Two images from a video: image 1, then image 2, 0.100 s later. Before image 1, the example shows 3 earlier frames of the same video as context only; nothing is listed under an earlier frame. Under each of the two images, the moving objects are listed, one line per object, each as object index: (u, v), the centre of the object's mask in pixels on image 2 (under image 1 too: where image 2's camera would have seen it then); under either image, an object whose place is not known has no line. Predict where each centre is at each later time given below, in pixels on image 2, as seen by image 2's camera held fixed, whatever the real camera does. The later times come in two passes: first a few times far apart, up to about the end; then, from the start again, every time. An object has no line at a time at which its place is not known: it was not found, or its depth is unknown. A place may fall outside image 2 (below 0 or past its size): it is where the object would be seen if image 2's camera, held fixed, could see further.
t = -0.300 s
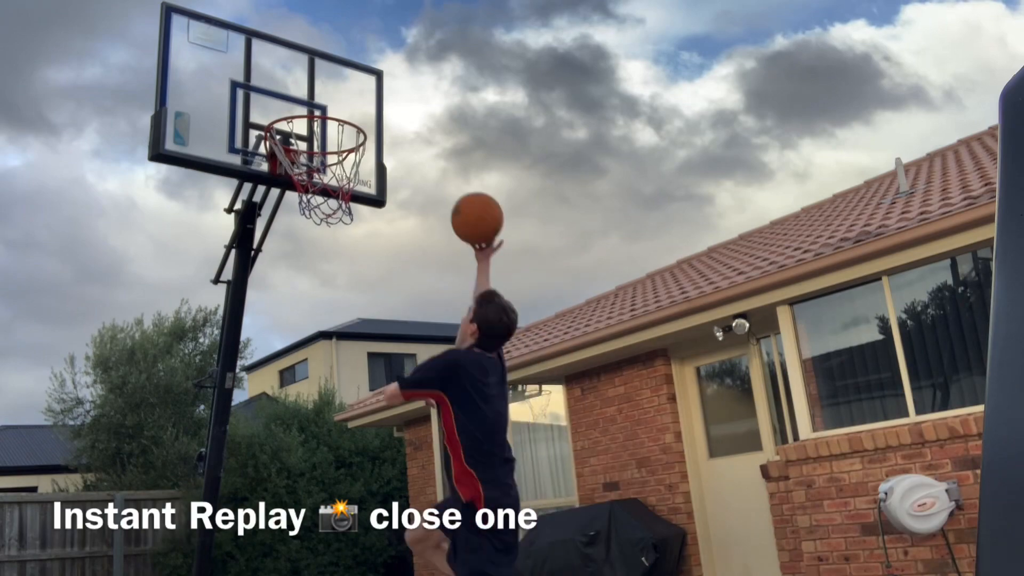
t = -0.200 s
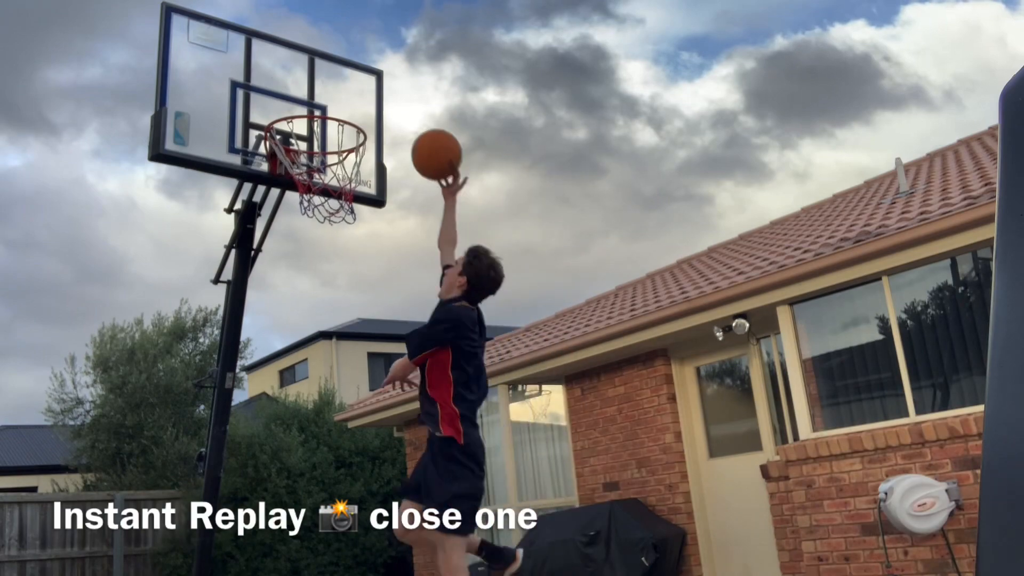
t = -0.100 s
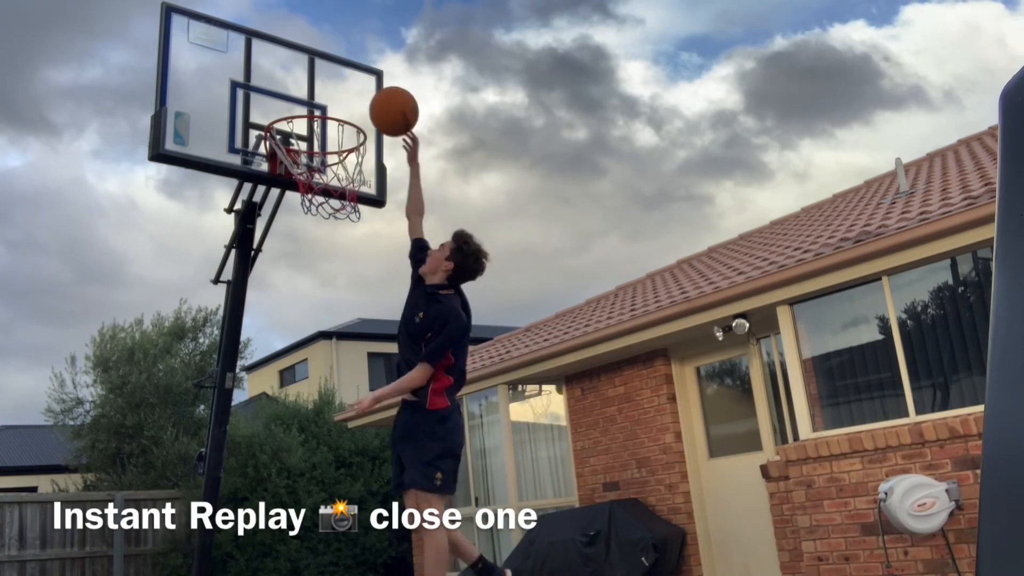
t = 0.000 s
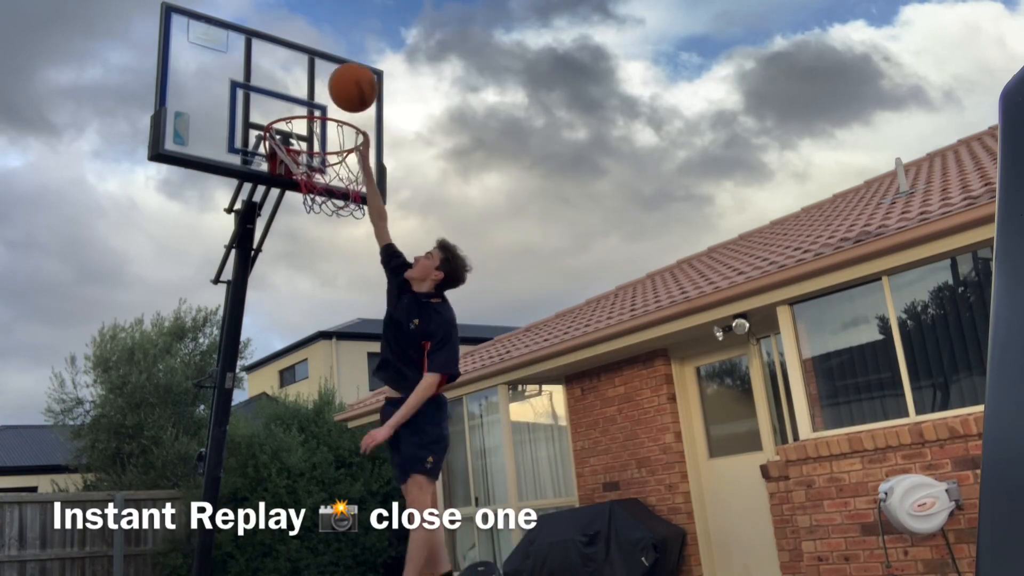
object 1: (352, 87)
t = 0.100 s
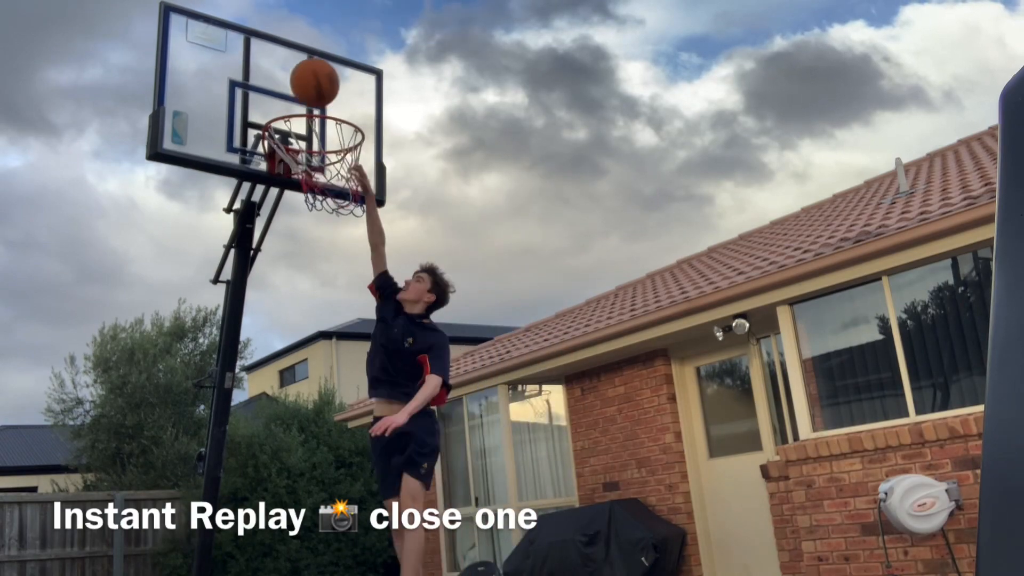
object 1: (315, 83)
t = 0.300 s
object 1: (248, 121)
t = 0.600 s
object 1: (190, 167)
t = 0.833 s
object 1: (147, 321)
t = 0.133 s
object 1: (302, 85)
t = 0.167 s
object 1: (290, 89)
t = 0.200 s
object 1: (279, 96)
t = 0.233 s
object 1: (267, 104)
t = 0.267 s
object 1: (254, 113)
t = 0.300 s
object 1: (248, 121)
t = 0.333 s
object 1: (246, 126)
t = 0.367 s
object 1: (240, 124)
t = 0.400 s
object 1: (232, 124)
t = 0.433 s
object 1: (225, 127)
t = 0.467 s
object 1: (218, 130)
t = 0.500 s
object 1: (211, 137)
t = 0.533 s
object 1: (204, 146)
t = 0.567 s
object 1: (197, 156)
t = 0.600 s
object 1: (190, 167)
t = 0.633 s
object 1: (184, 181)
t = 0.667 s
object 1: (178, 198)
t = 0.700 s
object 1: (172, 217)
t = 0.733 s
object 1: (166, 238)
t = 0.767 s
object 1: (159, 263)
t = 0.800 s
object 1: (153, 290)
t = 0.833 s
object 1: (147, 321)
